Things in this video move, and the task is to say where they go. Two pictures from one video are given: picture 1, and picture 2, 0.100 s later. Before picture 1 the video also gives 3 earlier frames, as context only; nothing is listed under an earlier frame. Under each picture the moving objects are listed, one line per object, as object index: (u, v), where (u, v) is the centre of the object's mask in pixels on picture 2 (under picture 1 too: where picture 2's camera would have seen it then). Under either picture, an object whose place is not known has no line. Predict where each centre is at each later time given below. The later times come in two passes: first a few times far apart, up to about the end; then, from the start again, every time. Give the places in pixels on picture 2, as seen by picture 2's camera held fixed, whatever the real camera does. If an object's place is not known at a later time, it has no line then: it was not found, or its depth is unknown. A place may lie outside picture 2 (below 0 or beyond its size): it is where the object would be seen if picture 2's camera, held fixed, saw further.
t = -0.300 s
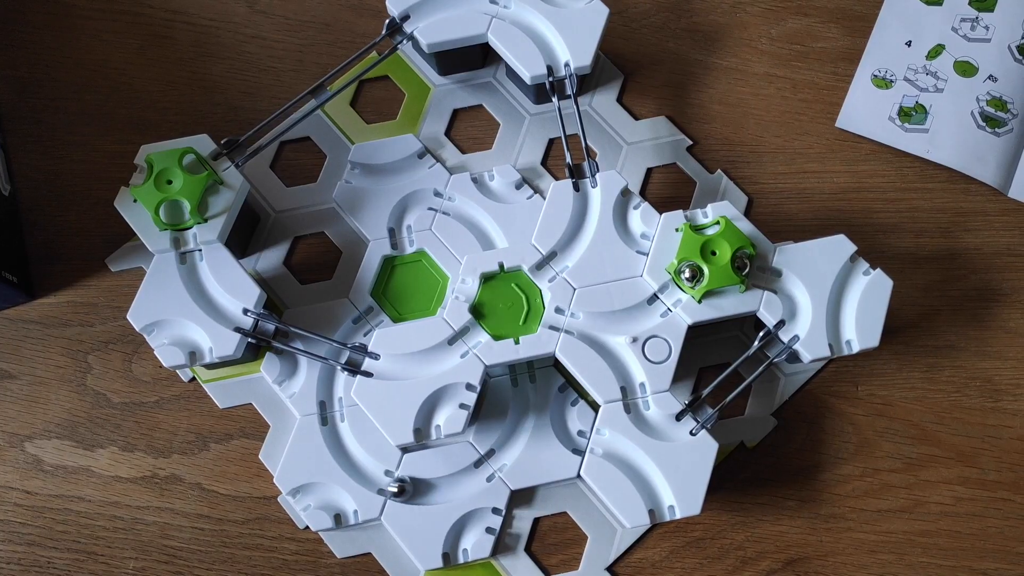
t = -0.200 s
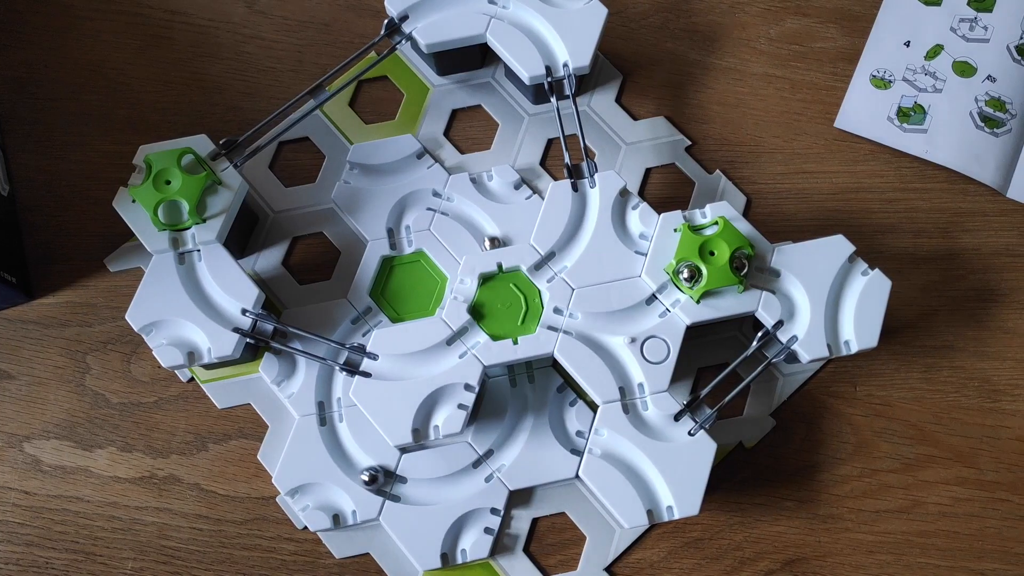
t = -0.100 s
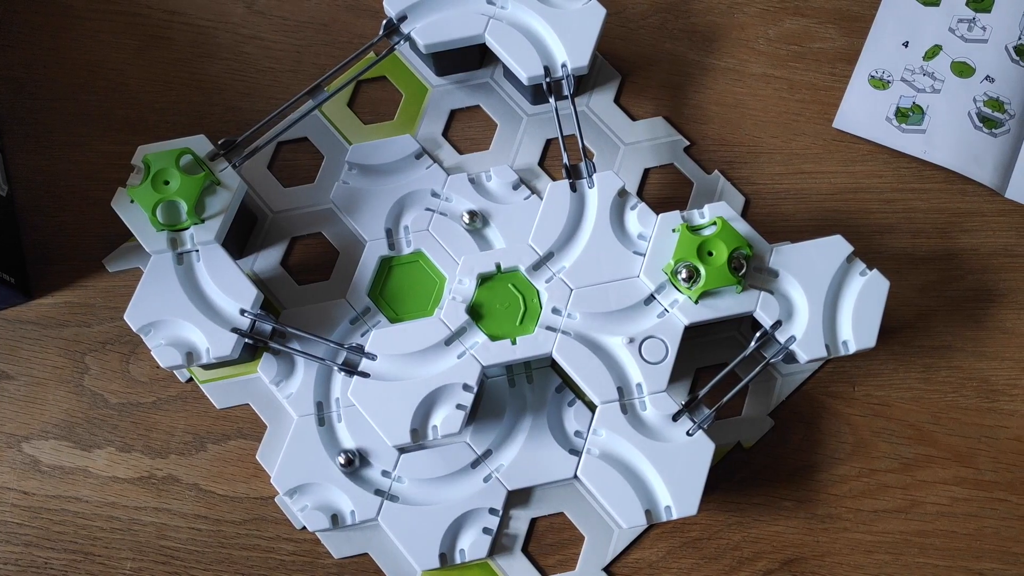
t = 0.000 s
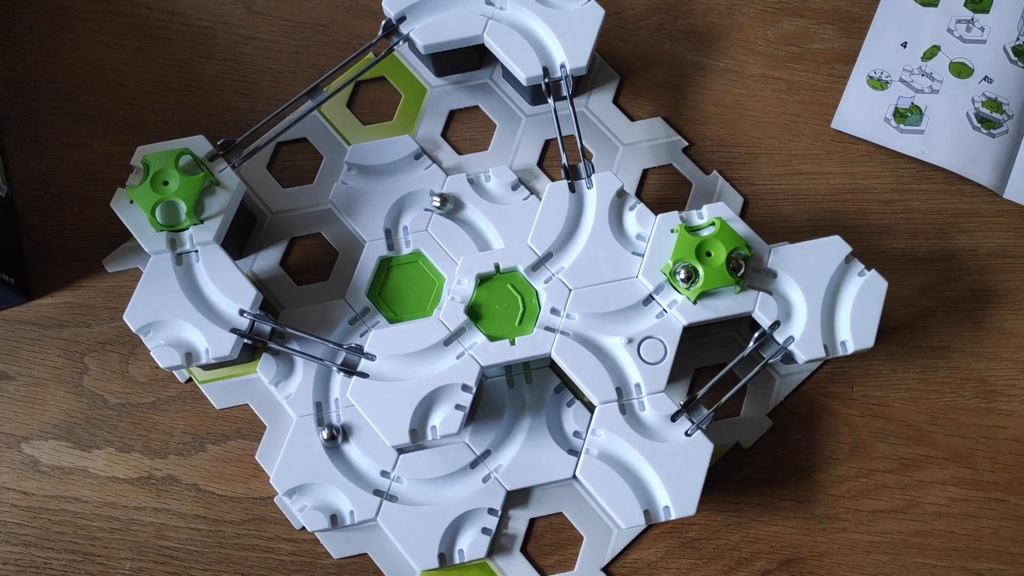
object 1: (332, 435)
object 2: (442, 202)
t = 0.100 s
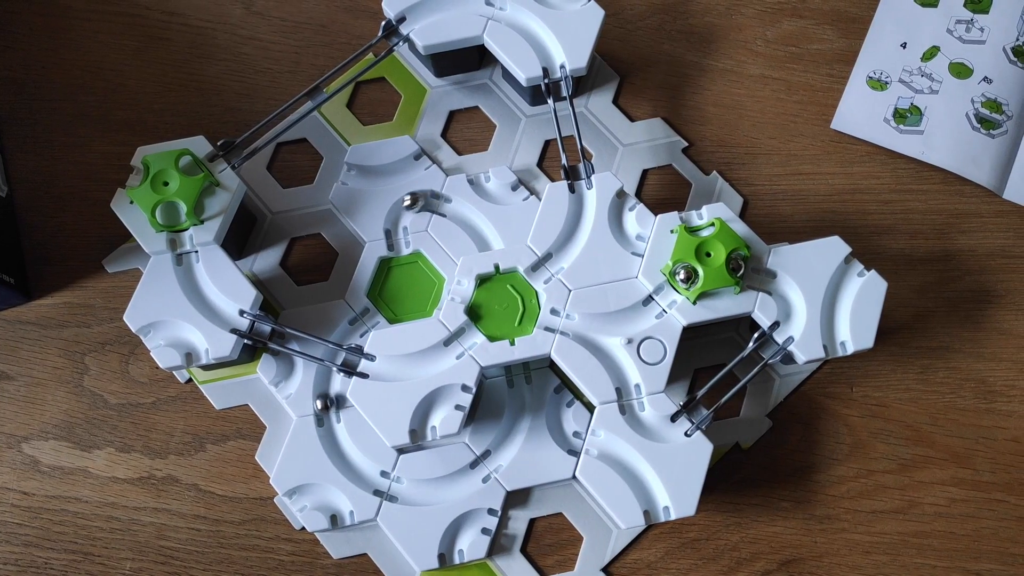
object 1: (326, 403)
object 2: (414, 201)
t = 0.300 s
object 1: (339, 344)
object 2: (396, 244)
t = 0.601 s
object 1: (389, 295)
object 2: (415, 302)
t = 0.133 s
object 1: (326, 393)
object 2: (406, 205)
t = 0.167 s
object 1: (328, 381)
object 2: (400, 211)
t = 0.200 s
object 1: (327, 375)
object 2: (397, 218)
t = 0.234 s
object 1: (332, 361)
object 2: (395, 227)
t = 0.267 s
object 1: (335, 356)
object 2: (396, 237)
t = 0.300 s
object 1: (339, 344)
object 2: (396, 244)
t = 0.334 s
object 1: (345, 337)
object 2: (398, 253)
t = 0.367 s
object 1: (352, 330)
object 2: (400, 262)
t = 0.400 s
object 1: (358, 323)
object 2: (400, 272)
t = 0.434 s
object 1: (367, 316)
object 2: (402, 281)
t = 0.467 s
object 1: (371, 313)
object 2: (403, 291)
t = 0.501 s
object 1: (378, 308)
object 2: (404, 301)
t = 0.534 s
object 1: (382, 303)
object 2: (408, 308)
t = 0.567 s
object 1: (384, 299)
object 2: (412, 307)
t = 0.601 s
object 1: (389, 295)
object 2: (415, 302)
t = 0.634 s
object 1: (393, 289)
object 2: (418, 298)
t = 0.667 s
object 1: (398, 283)
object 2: (421, 294)
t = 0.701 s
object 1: (402, 277)
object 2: (424, 289)
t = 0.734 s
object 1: (407, 271)
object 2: (426, 285)
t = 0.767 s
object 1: (412, 266)
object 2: (430, 280)
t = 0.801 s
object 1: (415, 261)
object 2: (430, 278)
